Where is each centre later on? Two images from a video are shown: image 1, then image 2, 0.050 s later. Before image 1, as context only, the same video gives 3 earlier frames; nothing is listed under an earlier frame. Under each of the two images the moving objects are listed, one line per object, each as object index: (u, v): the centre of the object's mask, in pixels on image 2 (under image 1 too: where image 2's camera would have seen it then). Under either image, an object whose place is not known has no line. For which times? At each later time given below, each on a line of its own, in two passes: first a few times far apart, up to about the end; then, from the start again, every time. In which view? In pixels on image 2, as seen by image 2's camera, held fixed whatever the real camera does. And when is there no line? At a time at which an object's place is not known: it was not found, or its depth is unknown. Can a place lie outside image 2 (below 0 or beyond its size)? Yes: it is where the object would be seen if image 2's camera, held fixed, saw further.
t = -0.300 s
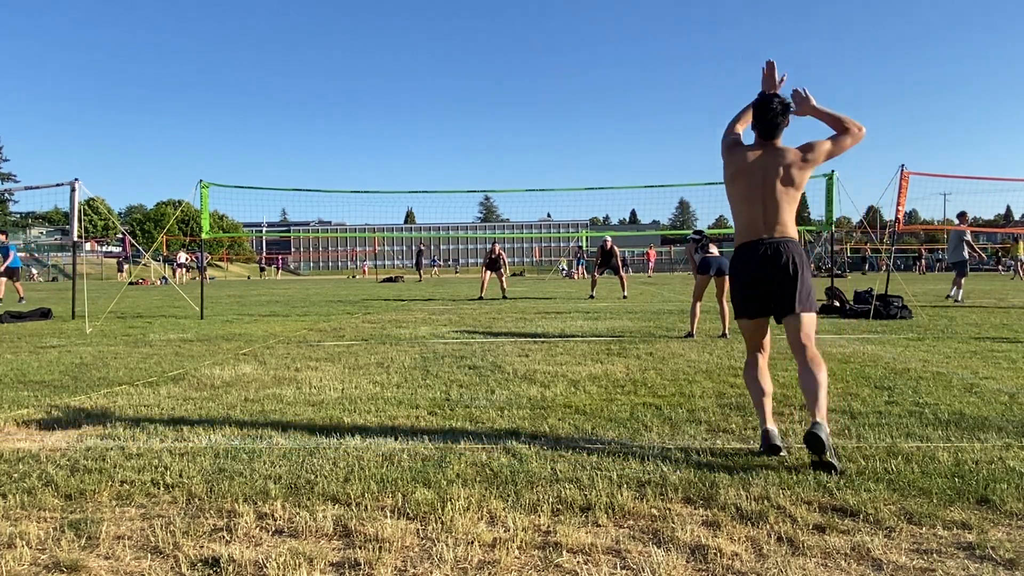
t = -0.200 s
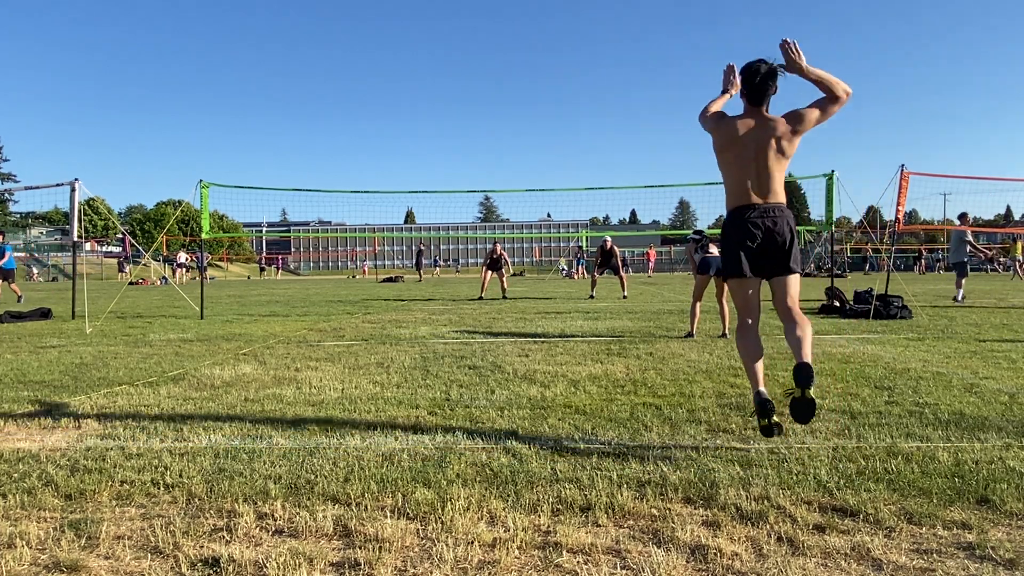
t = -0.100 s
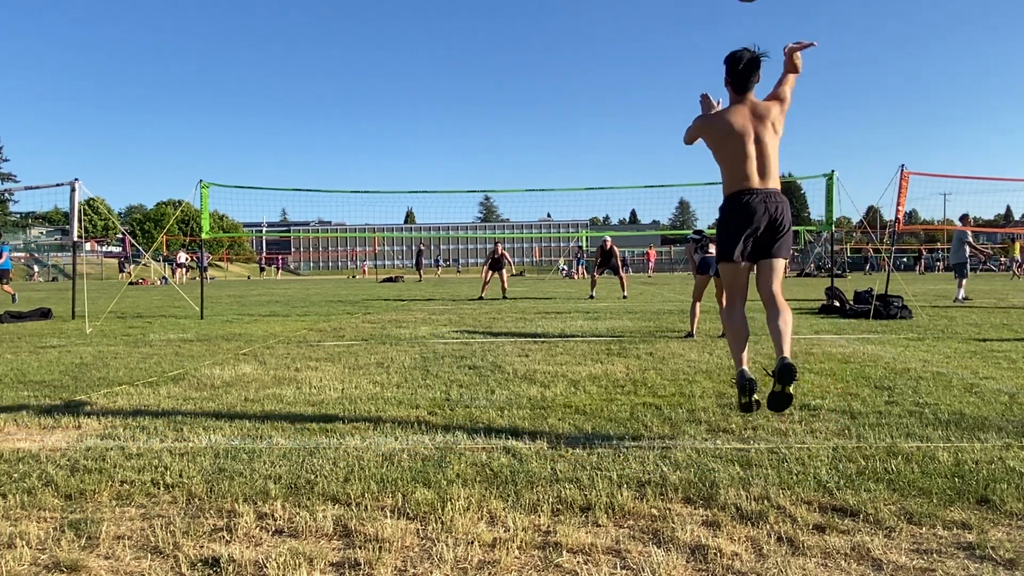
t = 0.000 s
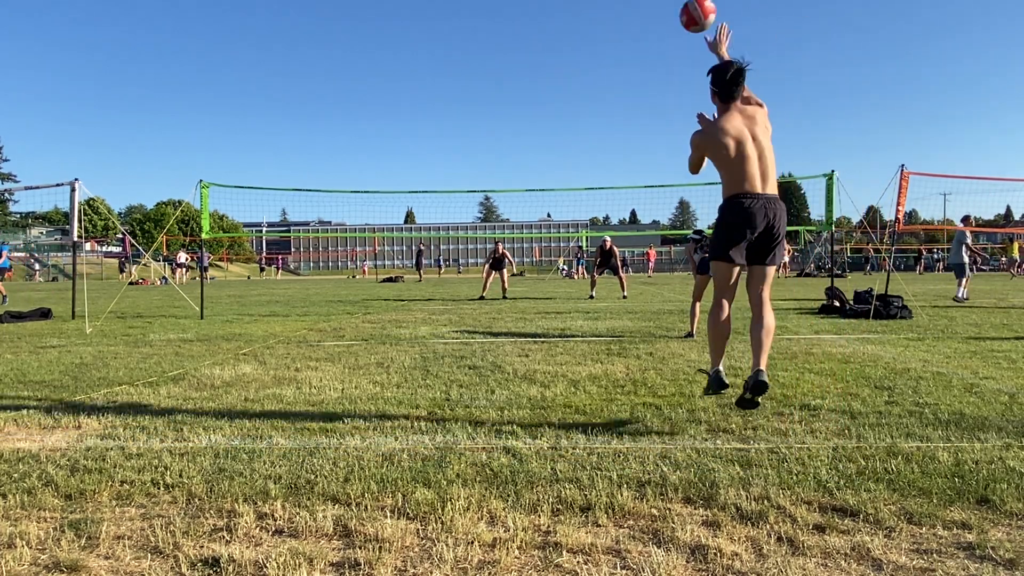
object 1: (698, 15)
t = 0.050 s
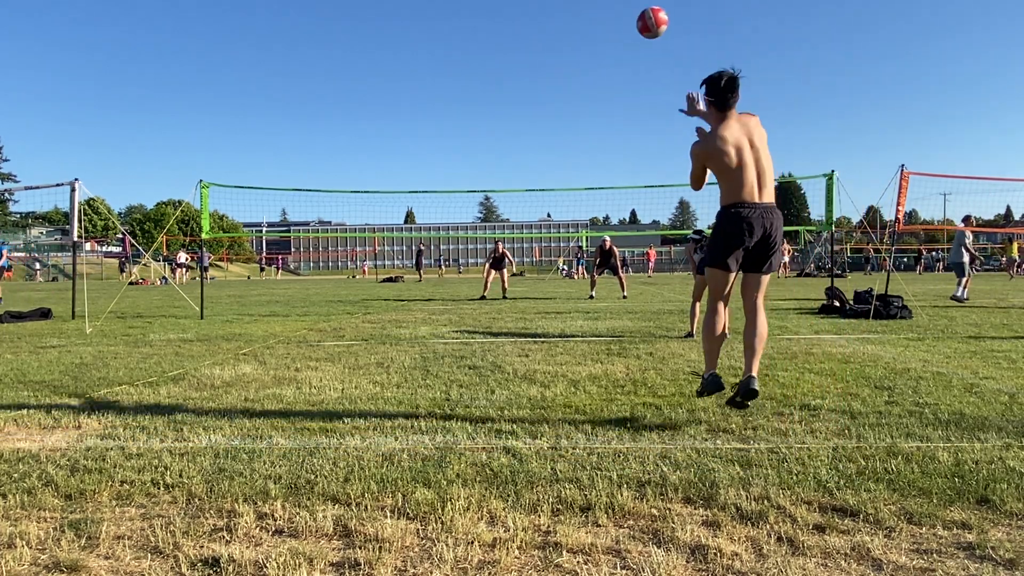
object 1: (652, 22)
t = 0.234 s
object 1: (551, 56)
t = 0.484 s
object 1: (488, 112)
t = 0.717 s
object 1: (456, 172)
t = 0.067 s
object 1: (639, 25)
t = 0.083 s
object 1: (628, 28)
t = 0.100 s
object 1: (617, 31)
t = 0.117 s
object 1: (606, 34)
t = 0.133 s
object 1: (597, 37)
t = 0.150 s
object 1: (588, 40)
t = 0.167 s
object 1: (580, 43)
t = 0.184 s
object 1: (572, 46)
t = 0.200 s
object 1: (565, 49)
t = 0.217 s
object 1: (558, 53)
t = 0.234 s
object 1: (551, 56)
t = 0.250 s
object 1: (545, 59)
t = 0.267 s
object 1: (539, 62)
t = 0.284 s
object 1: (534, 66)
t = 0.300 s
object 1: (529, 69)
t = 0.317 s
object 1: (524, 73)
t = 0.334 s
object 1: (520, 76)
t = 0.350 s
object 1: (515, 80)
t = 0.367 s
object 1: (511, 84)
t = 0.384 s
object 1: (507, 88)
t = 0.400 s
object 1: (504, 92)
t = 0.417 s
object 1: (500, 96)
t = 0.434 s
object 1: (497, 100)
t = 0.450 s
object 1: (494, 104)
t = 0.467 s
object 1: (491, 108)
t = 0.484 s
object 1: (488, 112)
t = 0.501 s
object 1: (485, 116)
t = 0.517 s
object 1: (482, 121)
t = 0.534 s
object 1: (479, 125)
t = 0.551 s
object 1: (477, 129)
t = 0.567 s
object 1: (474, 133)
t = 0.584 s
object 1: (472, 138)
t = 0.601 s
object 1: (470, 142)
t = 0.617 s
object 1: (468, 146)
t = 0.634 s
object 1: (466, 150)
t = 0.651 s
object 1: (464, 155)
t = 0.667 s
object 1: (462, 159)
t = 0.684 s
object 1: (460, 163)
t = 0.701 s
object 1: (458, 167)
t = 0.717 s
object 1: (456, 172)
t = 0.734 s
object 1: (454, 176)
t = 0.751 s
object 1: (453, 180)
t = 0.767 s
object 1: (451, 184)
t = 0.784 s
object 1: (450, 188)
